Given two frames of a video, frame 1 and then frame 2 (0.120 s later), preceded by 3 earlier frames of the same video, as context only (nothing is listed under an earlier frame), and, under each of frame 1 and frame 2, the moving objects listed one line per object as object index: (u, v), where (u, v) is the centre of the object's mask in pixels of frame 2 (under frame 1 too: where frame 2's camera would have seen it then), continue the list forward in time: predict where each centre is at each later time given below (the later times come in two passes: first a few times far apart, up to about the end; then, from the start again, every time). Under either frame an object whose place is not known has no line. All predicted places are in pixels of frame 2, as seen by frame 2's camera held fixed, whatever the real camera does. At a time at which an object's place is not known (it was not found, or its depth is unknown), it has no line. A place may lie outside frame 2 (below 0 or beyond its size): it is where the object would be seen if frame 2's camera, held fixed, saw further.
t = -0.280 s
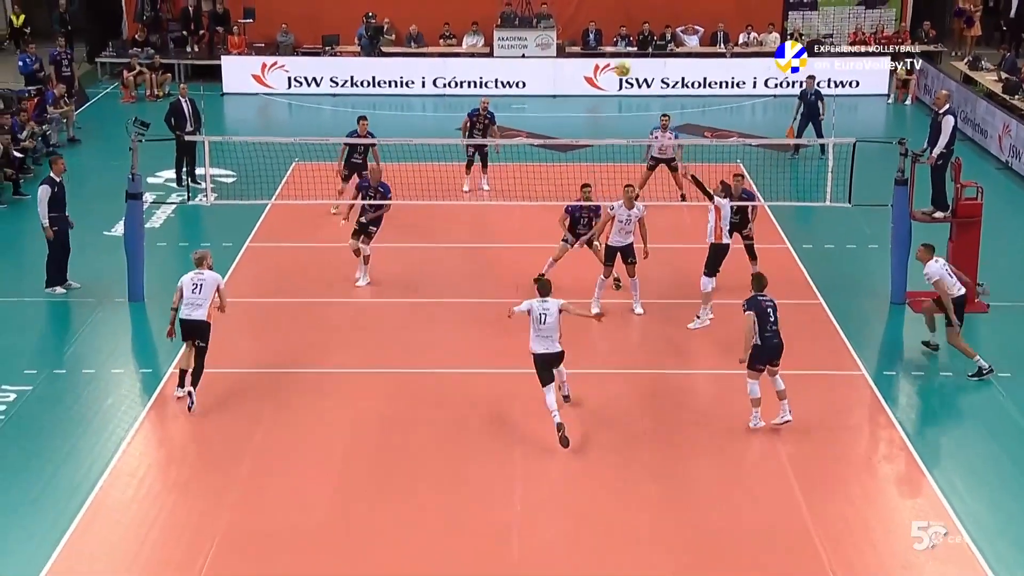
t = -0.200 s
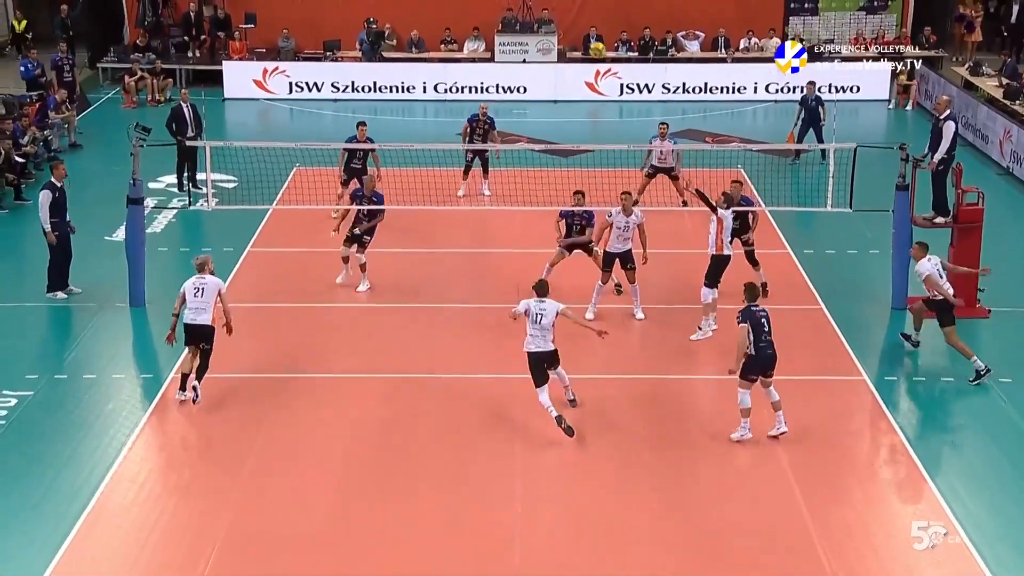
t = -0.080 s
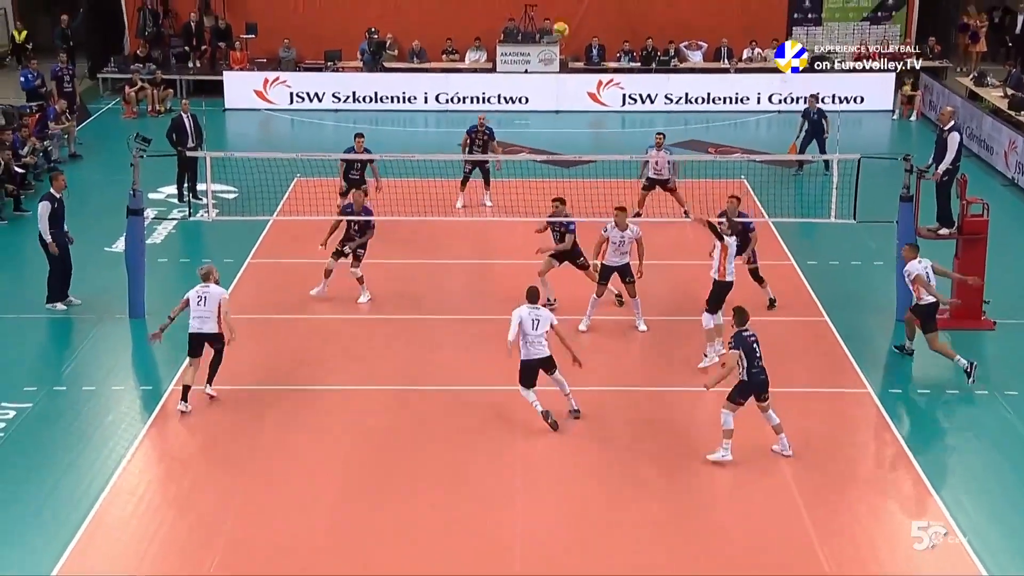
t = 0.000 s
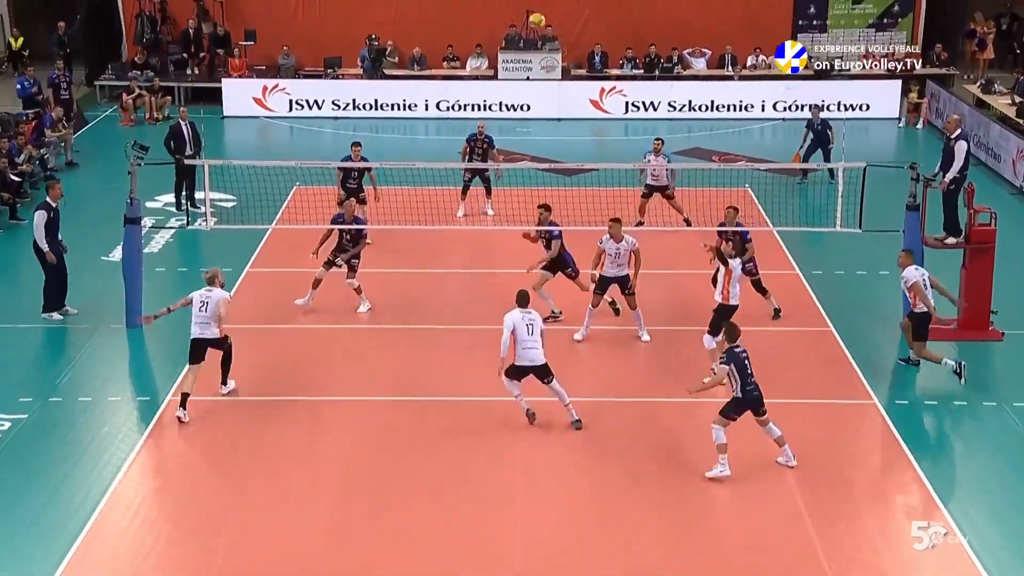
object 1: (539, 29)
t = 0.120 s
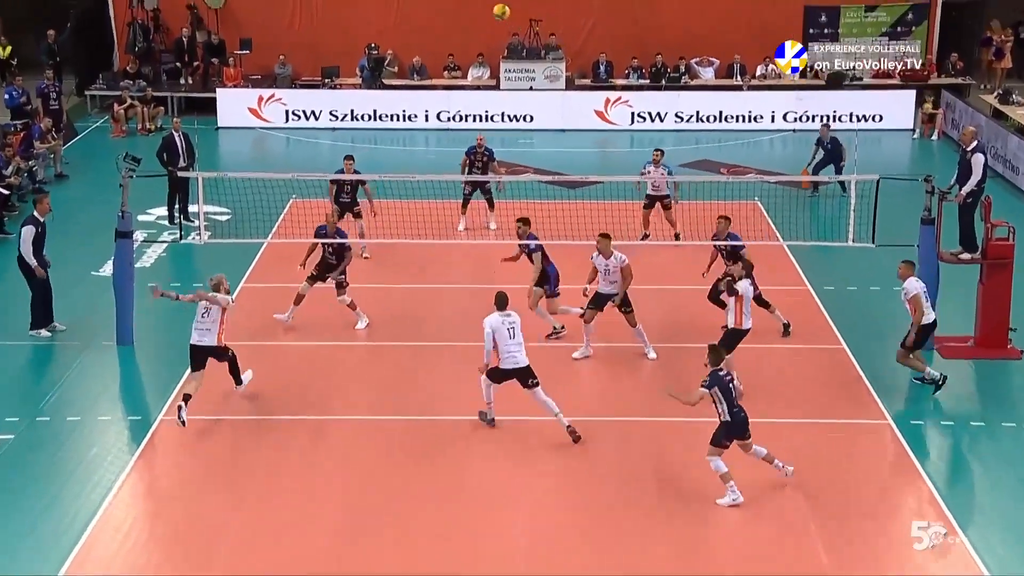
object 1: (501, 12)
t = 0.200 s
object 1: (476, 4)
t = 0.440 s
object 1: (398, -2)
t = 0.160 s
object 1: (488, 7)
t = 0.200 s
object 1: (476, 4)
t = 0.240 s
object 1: (463, 1)
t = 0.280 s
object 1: (450, -1)
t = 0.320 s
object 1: (437, -2)
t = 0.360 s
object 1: (424, -3)
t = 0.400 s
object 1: (411, -3)
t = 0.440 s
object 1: (398, -2)
